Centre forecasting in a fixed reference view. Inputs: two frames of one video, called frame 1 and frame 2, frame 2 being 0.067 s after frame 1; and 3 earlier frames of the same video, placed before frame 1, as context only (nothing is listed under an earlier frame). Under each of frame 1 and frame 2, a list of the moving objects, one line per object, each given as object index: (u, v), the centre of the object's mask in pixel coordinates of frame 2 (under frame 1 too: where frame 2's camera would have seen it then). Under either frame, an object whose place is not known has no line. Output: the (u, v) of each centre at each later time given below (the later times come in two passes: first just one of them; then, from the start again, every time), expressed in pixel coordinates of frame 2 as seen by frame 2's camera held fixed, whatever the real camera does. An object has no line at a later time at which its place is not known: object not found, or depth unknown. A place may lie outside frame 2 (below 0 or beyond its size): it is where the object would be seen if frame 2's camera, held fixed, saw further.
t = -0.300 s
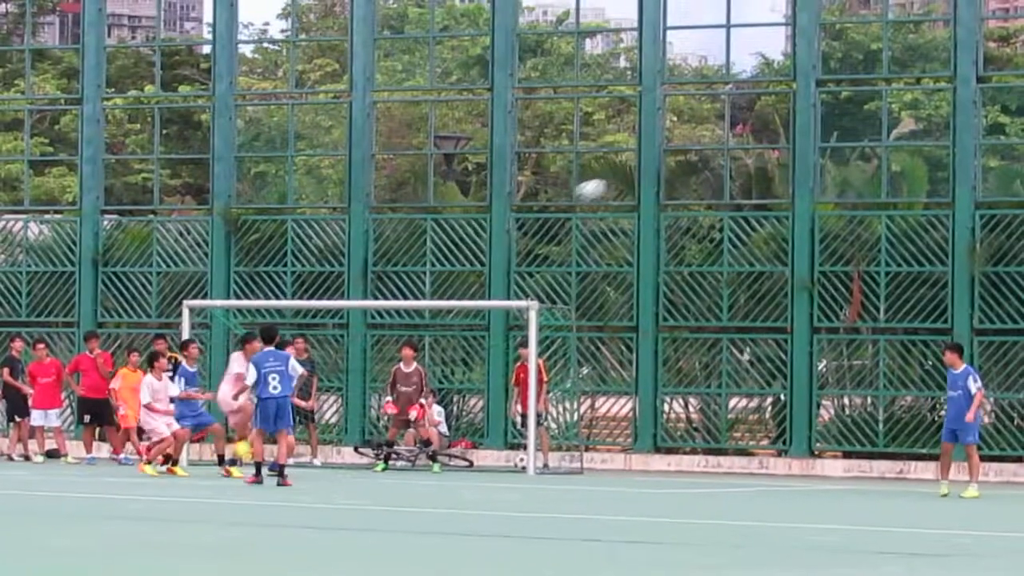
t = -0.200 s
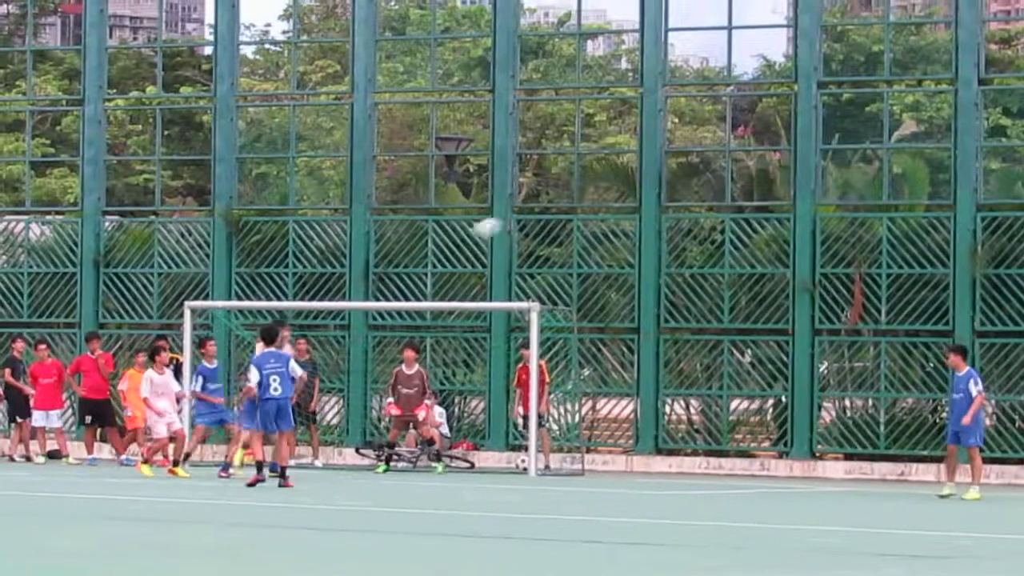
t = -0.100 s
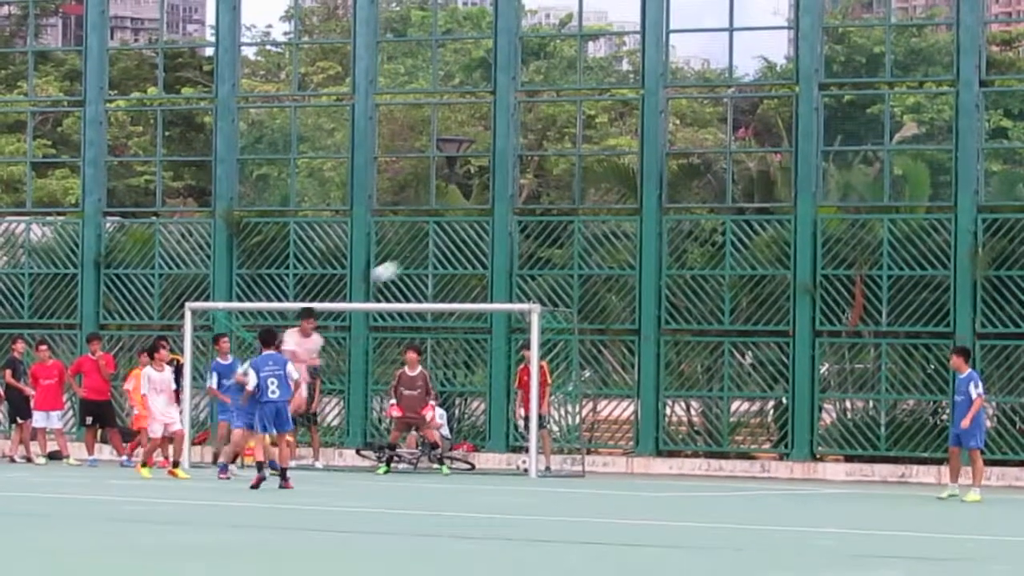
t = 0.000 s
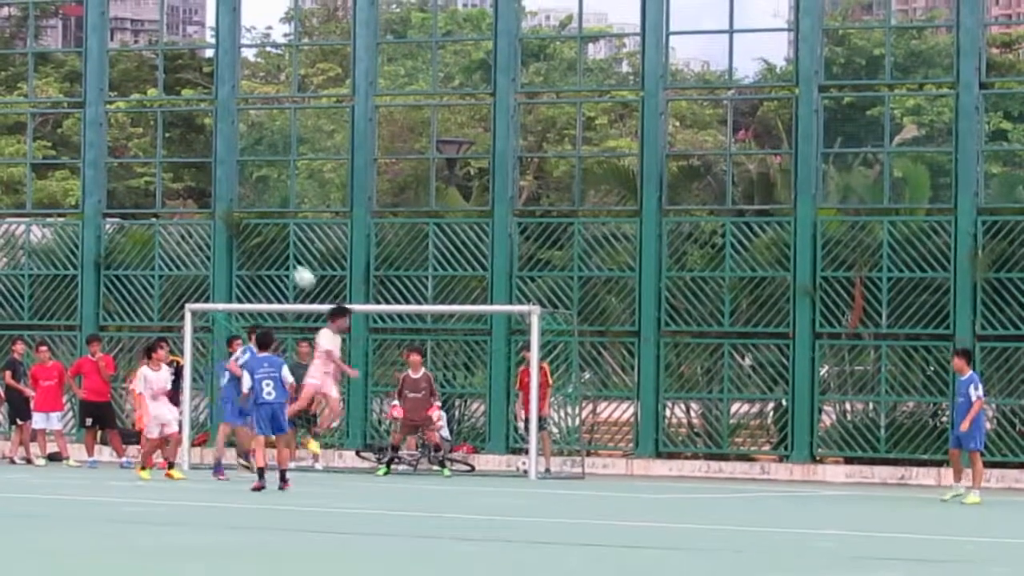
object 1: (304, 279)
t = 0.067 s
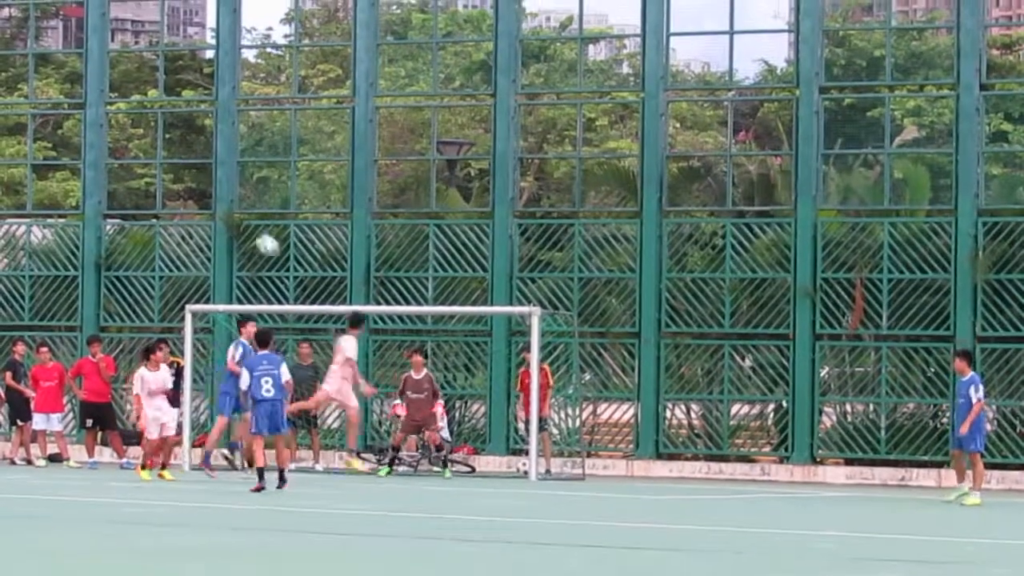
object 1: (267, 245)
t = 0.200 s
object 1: (195, 190)
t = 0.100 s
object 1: (248, 230)
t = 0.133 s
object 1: (230, 214)
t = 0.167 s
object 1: (212, 201)
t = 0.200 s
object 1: (195, 190)
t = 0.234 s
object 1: (177, 178)
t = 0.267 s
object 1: (159, 167)
